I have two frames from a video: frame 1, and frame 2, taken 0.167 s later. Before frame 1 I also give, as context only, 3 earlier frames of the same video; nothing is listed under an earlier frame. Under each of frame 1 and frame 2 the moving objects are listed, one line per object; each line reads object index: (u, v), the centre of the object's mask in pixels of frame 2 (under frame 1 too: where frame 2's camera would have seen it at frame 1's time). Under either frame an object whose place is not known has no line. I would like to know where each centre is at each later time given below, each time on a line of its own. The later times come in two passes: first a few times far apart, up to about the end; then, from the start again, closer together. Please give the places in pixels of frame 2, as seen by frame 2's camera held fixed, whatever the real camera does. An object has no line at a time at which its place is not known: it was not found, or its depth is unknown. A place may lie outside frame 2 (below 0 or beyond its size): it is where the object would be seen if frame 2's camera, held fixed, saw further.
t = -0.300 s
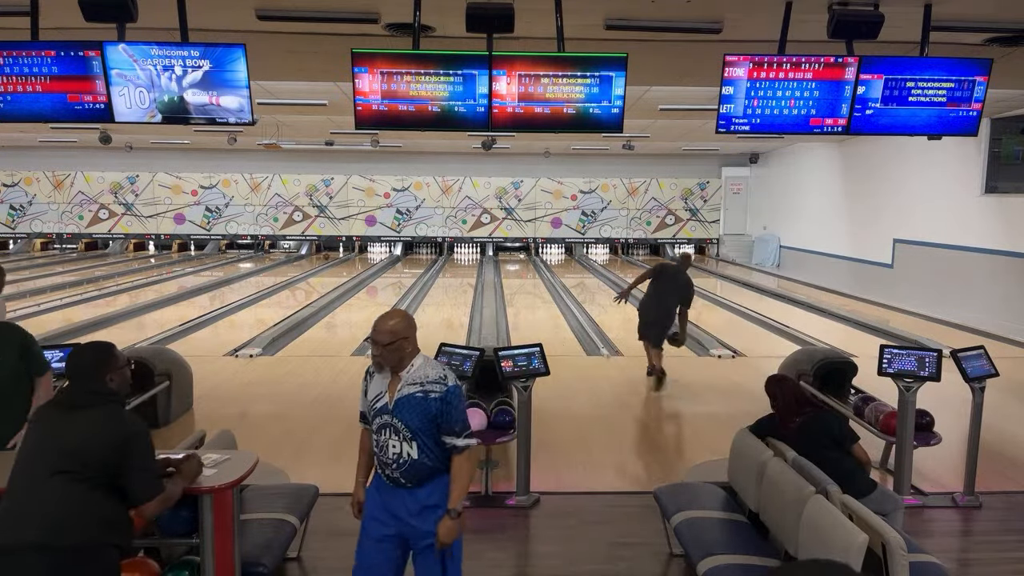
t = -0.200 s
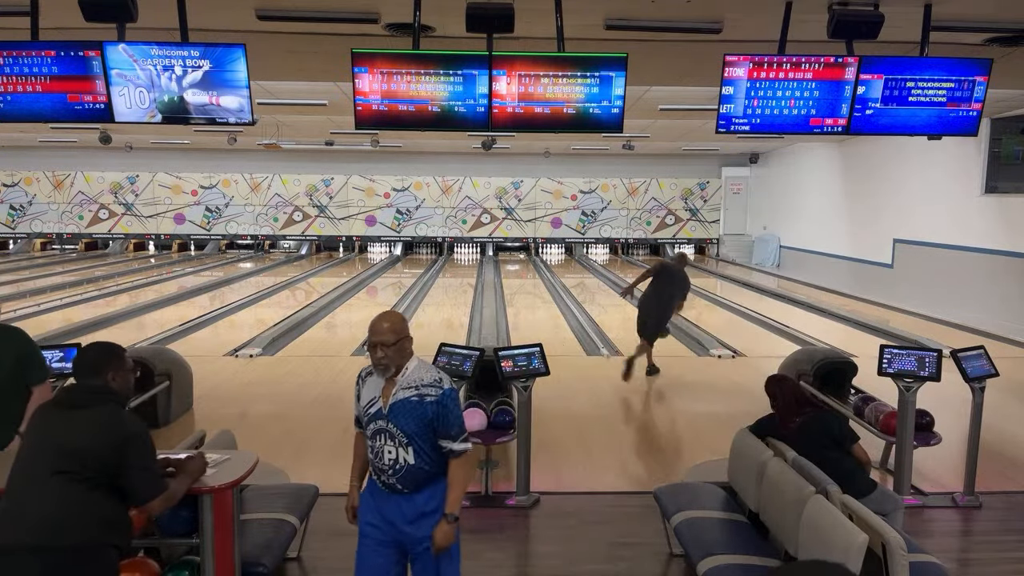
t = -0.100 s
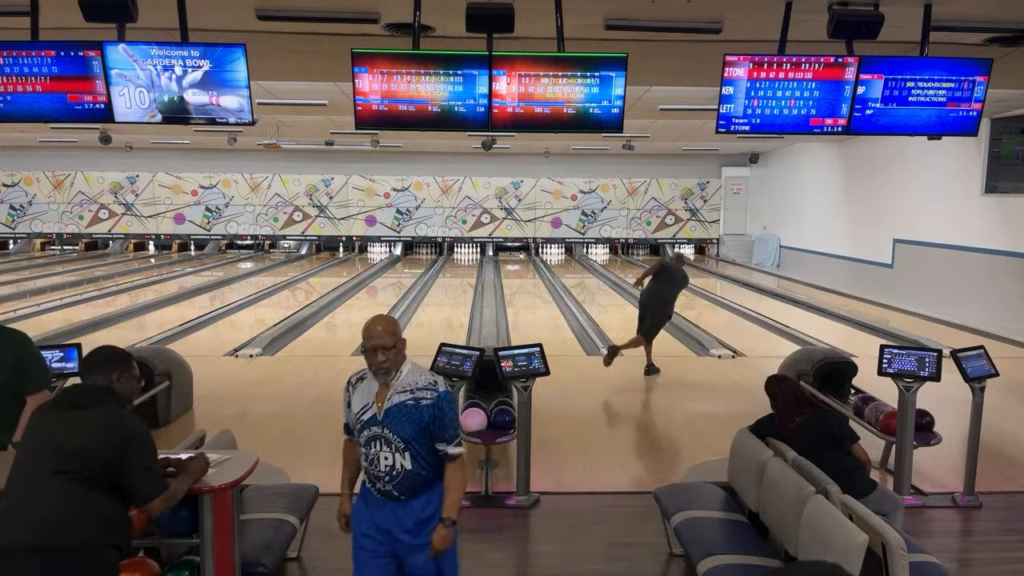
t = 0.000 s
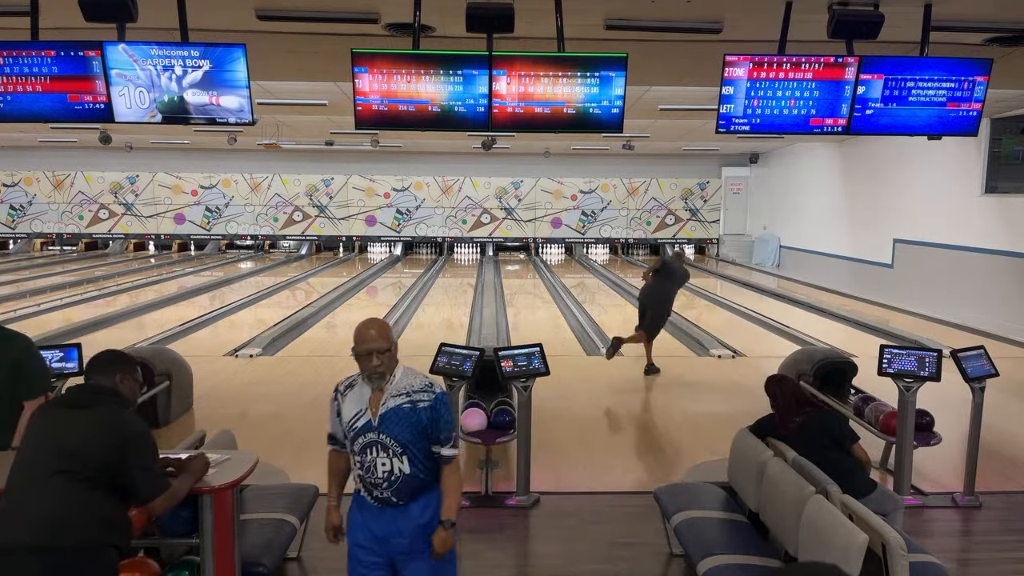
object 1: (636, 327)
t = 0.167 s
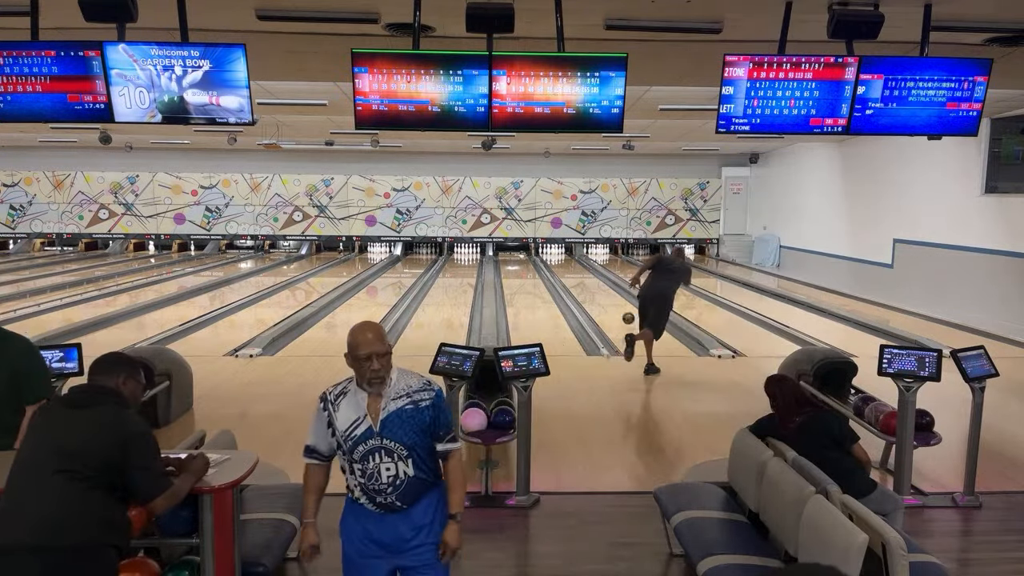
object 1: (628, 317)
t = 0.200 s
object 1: (626, 315)
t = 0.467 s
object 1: (610, 303)
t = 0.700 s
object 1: (599, 292)
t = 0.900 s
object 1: (591, 285)
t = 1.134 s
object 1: (584, 277)
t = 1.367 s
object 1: (577, 271)
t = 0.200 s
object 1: (626, 315)
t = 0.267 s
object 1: (621, 313)
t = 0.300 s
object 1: (620, 312)
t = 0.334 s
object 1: (617, 310)
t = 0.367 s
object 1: (615, 309)
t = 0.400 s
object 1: (613, 307)
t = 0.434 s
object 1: (612, 305)
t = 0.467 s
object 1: (610, 303)
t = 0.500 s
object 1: (608, 302)
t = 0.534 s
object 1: (607, 300)
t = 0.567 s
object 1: (605, 298)
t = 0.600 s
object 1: (604, 297)
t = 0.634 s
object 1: (602, 295)
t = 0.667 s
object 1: (601, 294)
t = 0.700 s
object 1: (599, 292)
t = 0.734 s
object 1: (598, 291)
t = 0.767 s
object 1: (596, 290)
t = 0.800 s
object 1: (595, 288)
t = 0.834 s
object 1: (594, 287)
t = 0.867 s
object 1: (593, 286)
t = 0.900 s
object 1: (591, 285)
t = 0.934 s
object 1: (590, 283)
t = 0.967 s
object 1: (589, 283)
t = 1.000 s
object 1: (588, 281)
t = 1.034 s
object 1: (587, 280)
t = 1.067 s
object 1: (586, 279)
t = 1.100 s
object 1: (585, 278)
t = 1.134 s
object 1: (584, 277)
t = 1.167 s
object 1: (583, 276)
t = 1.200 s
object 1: (582, 275)
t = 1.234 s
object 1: (581, 274)
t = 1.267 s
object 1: (580, 273)
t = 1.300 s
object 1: (579, 272)
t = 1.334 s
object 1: (578, 272)
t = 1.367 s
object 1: (577, 271)
